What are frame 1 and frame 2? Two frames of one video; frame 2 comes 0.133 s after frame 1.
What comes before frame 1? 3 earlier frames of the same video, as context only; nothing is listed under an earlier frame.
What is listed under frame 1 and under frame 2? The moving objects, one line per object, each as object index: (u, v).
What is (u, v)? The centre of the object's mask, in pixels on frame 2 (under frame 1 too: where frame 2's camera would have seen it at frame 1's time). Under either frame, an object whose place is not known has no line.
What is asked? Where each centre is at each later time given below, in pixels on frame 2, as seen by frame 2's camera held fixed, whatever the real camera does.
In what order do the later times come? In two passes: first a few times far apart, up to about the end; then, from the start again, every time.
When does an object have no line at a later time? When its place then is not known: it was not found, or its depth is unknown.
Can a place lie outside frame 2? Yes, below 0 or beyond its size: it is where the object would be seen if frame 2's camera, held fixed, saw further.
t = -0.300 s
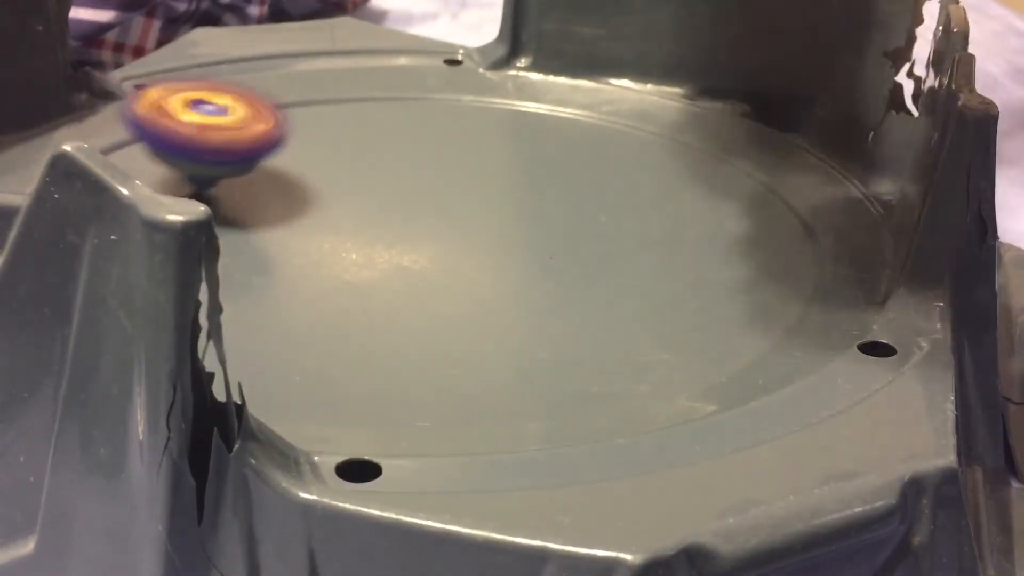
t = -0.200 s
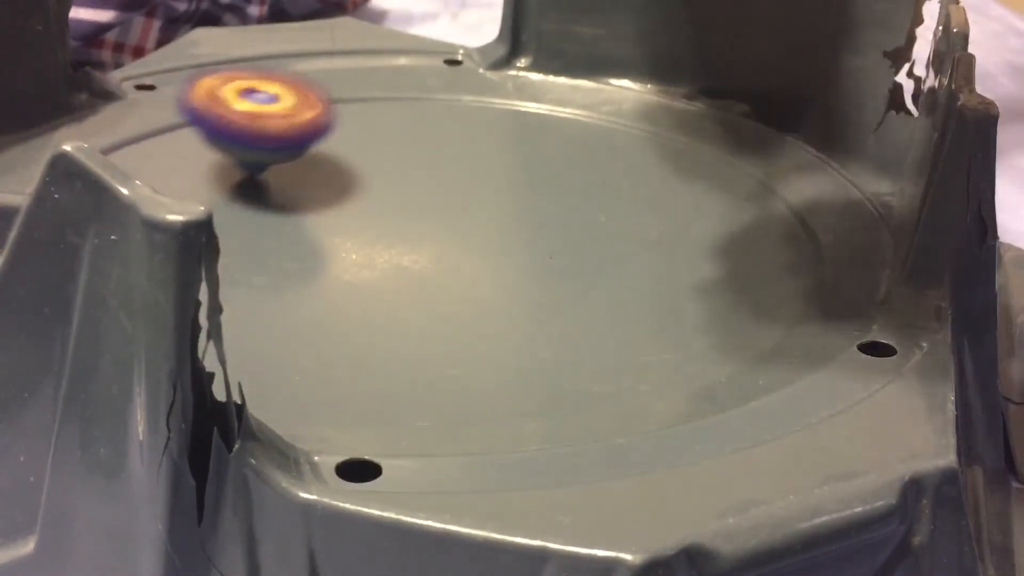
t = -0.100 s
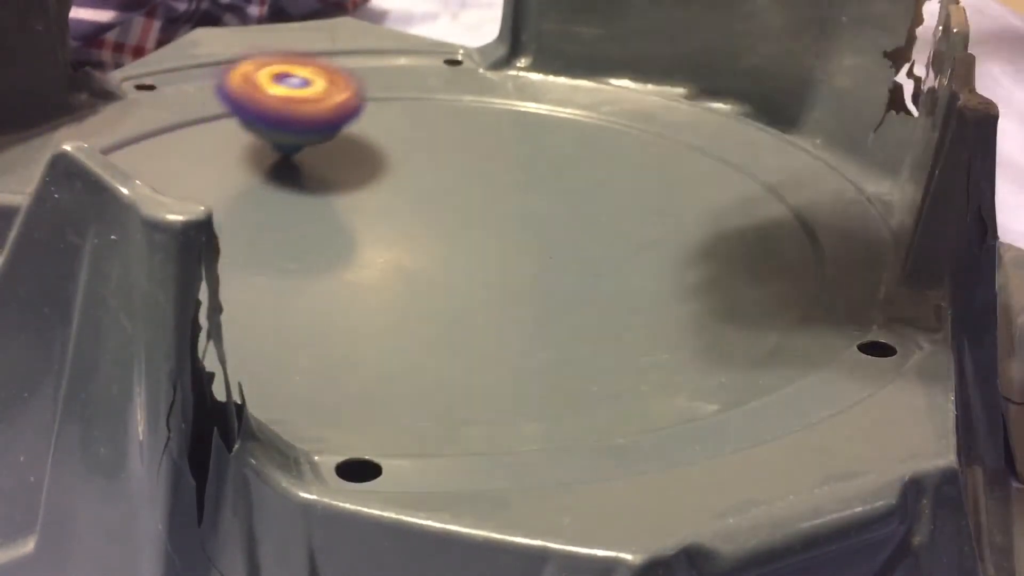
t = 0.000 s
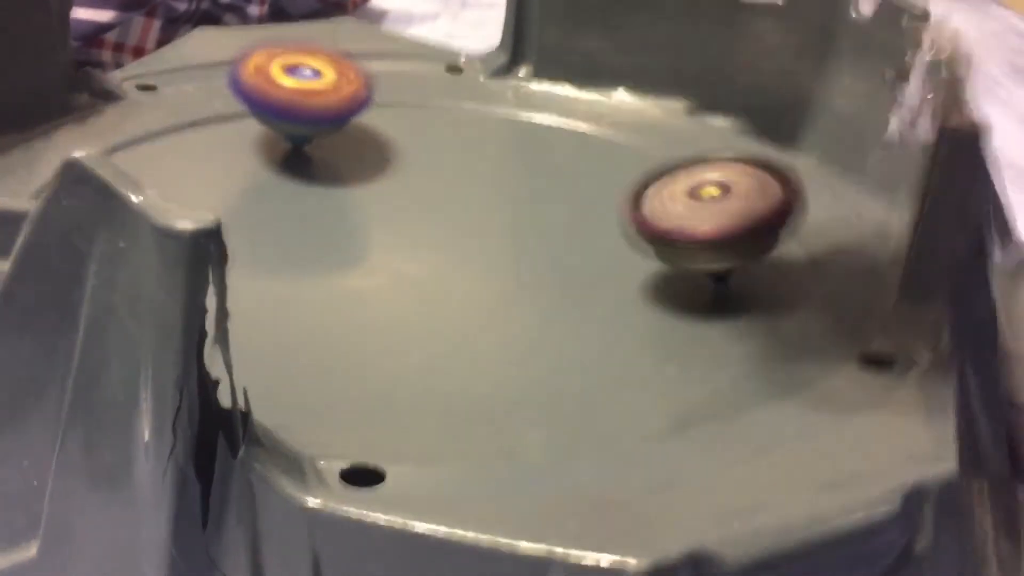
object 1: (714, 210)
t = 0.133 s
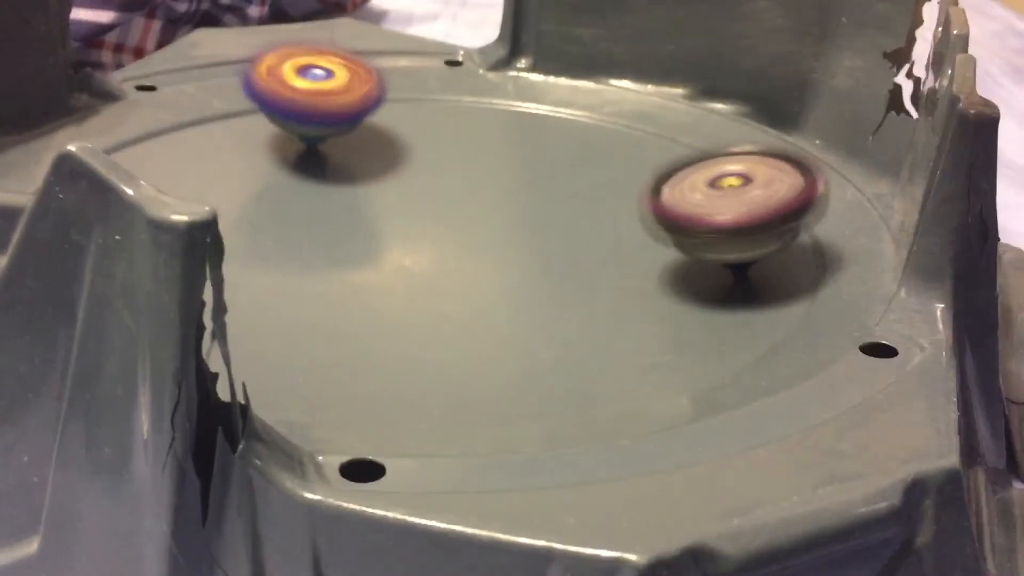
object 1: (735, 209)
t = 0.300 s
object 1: (785, 204)
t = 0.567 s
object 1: (644, 190)
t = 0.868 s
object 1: (283, 288)
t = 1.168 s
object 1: (454, 306)
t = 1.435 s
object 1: (461, 222)
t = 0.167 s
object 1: (741, 208)
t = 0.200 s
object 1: (749, 207)
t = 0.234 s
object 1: (760, 208)
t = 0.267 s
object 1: (771, 207)
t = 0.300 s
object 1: (785, 204)
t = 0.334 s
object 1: (797, 199)
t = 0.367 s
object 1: (805, 195)
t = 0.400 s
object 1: (801, 189)
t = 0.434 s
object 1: (788, 187)
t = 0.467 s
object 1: (763, 184)
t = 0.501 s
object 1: (728, 180)
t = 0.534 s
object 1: (689, 183)
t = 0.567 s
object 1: (644, 190)
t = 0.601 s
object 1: (598, 199)
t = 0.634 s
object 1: (550, 209)
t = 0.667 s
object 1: (501, 221)
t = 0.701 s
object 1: (454, 233)
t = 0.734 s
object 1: (409, 244)
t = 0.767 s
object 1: (365, 257)
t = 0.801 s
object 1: (322, 268)
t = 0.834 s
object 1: (298, 278)
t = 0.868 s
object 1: (283, 288)
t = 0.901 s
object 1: (275, 293)
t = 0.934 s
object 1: (271, 297)
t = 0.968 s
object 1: (263, 310)
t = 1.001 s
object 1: (285, 310)
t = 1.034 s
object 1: (296, 318)
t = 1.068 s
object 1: (327, 314)
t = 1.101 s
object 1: (366, 312)
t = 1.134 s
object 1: (410, 309)
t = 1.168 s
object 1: (454, 306)
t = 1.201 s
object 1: (501, 302)
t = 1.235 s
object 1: (543, 294)
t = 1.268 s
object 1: (573, 282)
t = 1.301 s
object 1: (587, 267)
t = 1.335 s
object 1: (583, 250)
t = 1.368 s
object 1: (568, 235)
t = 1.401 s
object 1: (513, 226)
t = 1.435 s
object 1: (461, 222)
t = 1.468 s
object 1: (403, 216)
